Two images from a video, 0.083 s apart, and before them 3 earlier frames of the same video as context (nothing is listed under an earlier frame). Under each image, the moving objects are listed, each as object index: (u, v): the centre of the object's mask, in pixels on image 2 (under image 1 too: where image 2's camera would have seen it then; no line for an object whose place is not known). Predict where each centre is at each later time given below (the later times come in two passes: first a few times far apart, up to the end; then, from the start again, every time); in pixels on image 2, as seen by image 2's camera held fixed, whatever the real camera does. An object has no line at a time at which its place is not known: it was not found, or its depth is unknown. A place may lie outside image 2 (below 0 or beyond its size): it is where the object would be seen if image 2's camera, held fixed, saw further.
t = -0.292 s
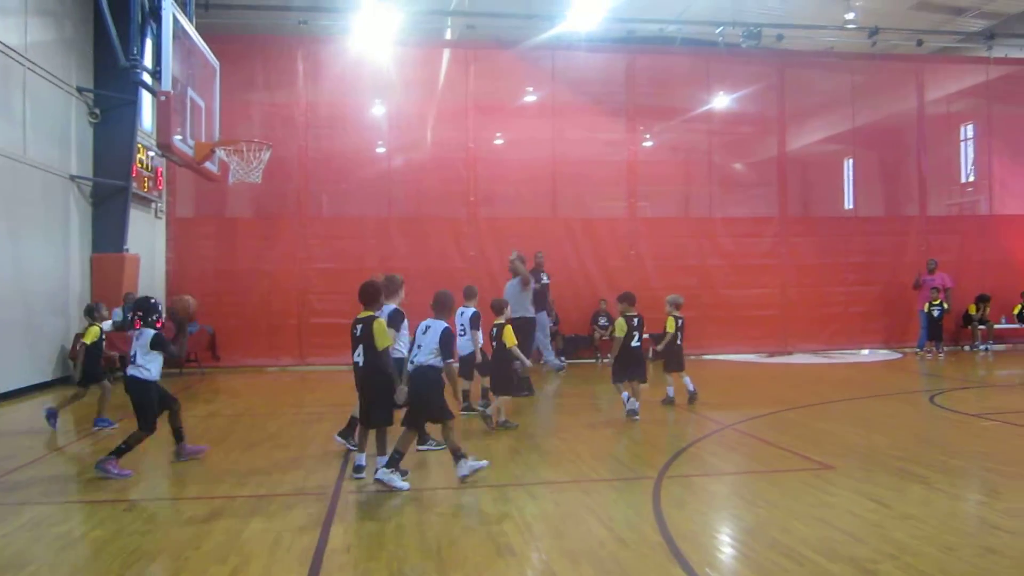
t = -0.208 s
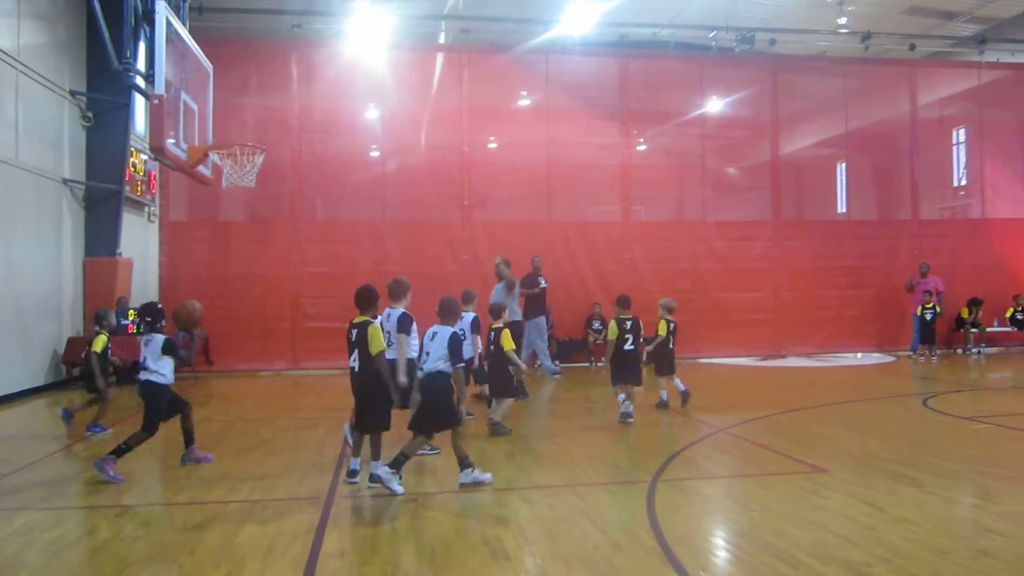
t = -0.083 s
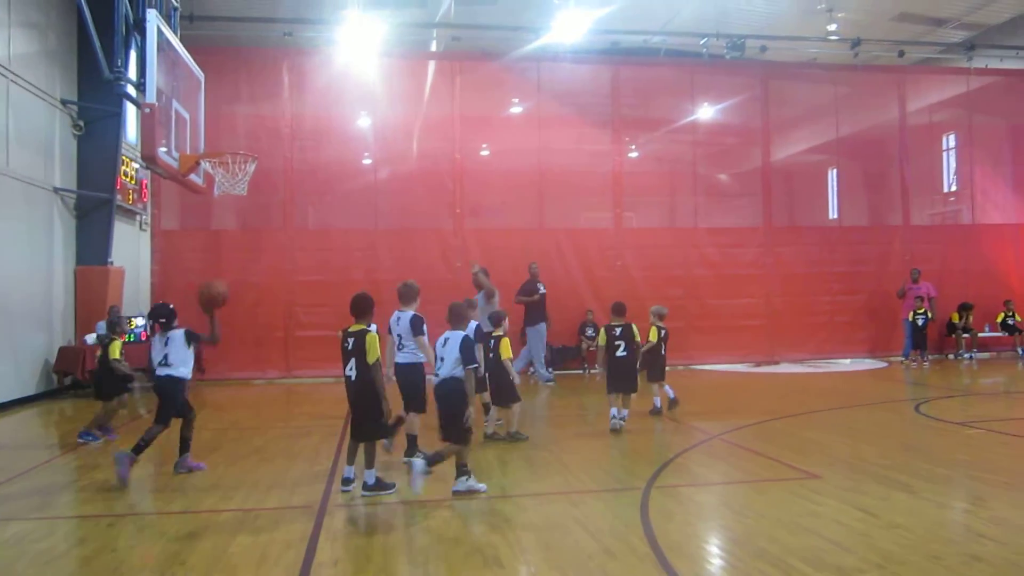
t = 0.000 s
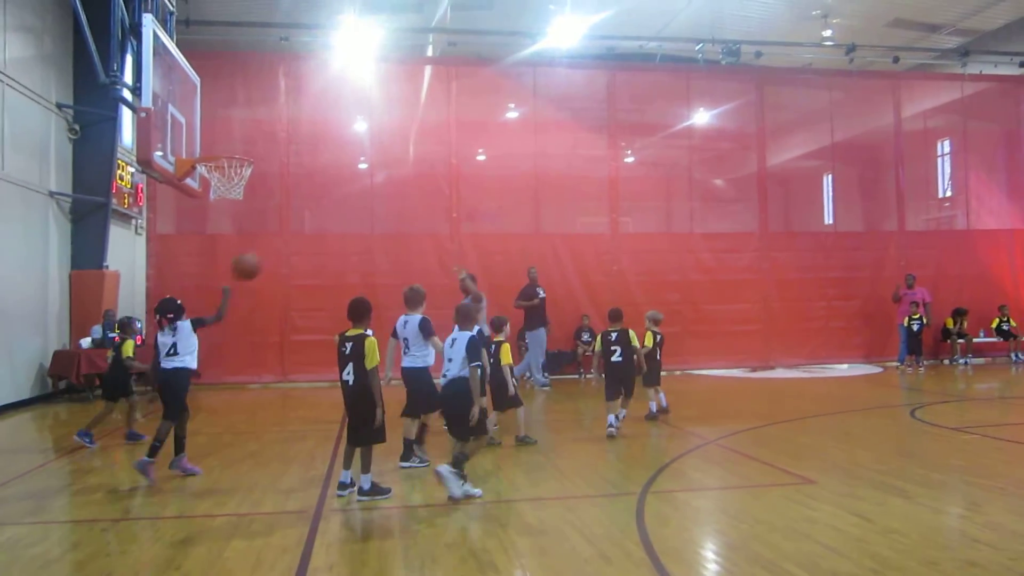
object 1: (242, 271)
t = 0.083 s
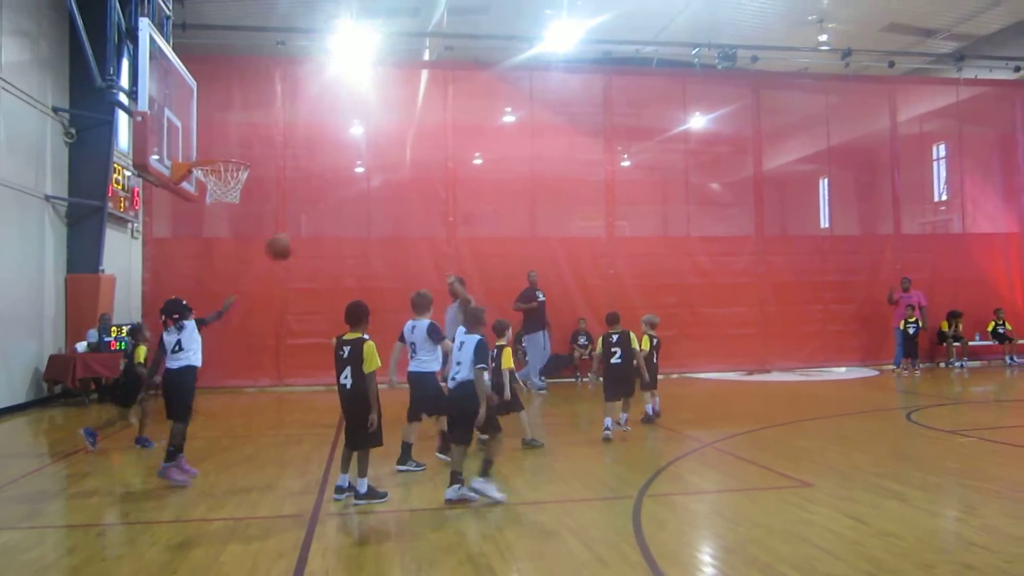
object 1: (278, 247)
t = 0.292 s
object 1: (358, 228)
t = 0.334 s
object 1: (371, 231)
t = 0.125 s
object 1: (295, 240)
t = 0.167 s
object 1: (313, 233)
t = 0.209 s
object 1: (328, 230)
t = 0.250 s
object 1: (343, 228)
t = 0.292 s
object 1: (358, 228)
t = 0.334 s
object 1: (371, 231)
